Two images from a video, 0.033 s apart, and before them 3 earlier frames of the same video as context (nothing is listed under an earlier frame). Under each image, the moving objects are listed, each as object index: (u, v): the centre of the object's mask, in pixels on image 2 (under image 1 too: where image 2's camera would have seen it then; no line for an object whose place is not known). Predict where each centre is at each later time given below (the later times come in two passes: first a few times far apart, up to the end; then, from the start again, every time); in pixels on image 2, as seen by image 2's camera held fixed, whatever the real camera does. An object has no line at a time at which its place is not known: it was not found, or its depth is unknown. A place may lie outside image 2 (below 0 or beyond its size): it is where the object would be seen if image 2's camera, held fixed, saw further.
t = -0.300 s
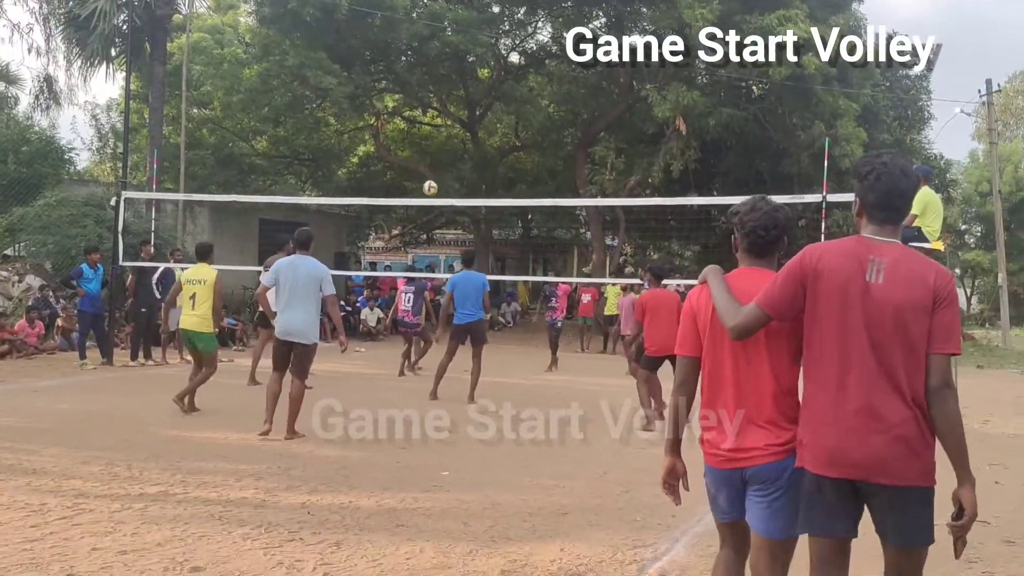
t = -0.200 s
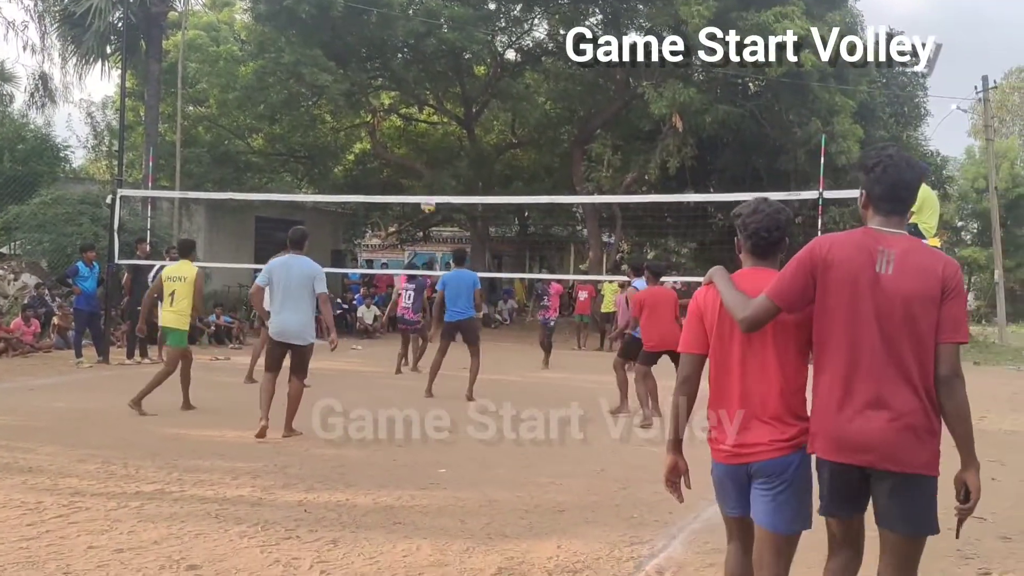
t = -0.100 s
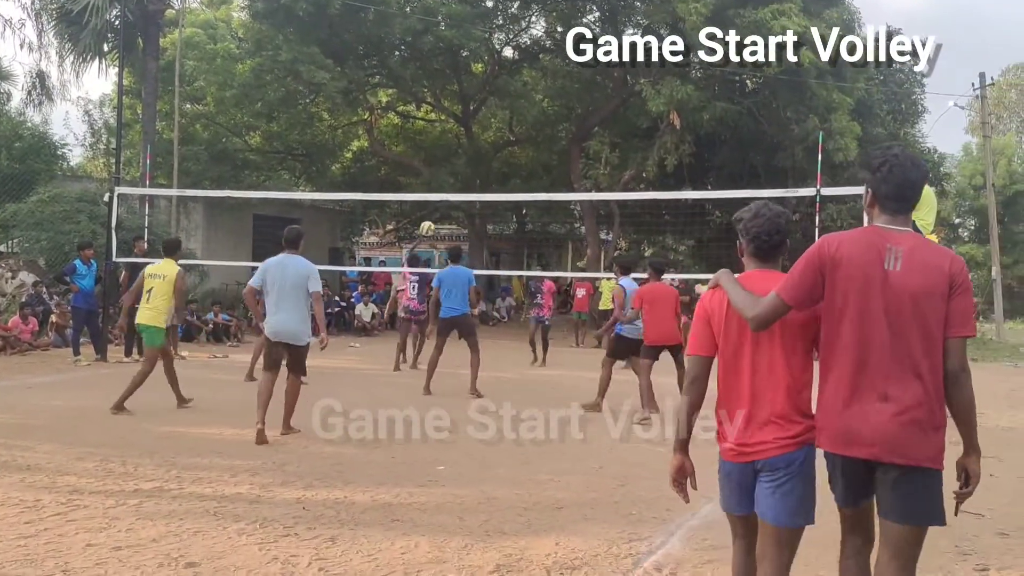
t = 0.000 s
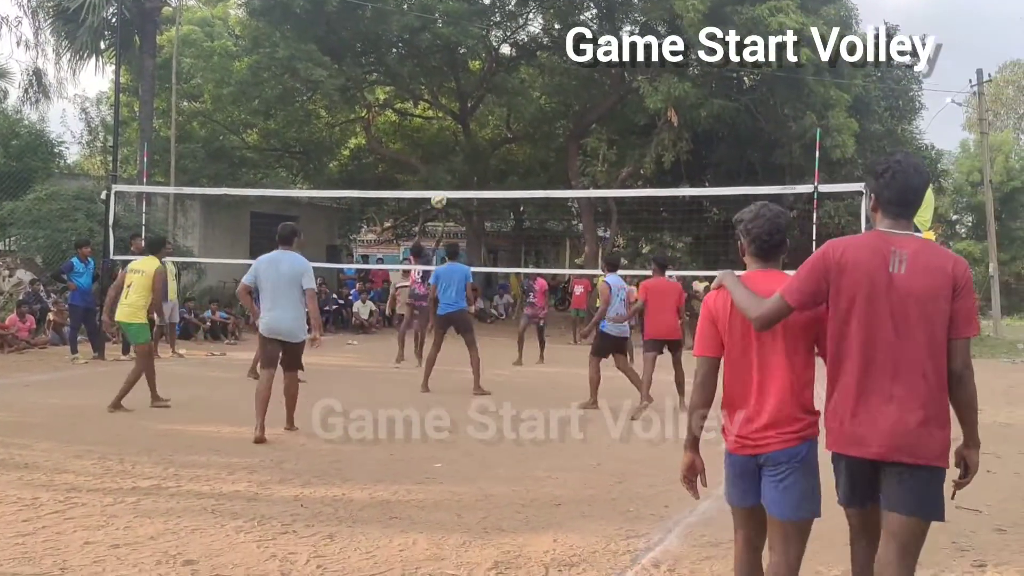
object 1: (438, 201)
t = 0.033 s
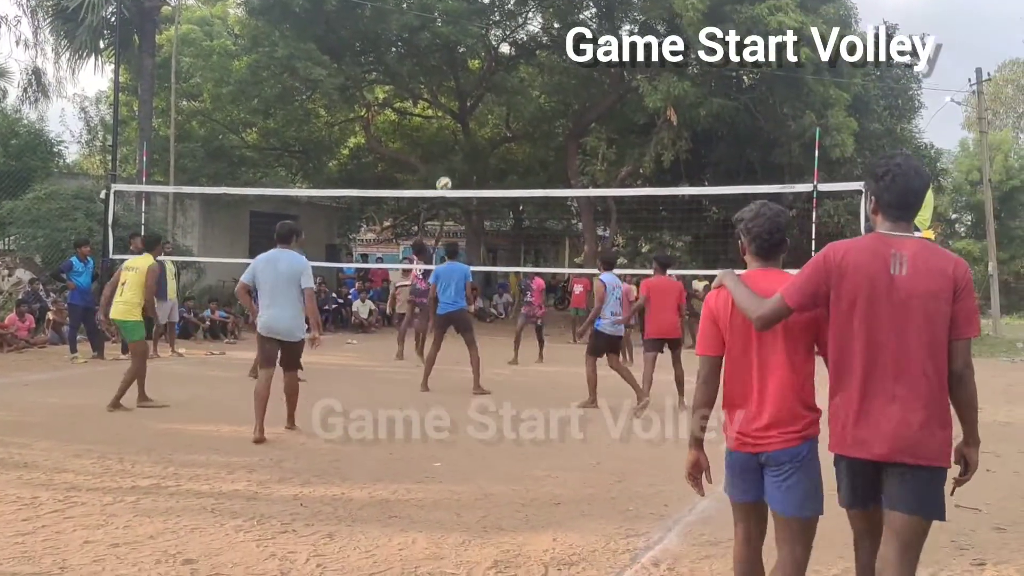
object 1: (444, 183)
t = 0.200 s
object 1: (477, 116)
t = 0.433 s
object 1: (517, 59)
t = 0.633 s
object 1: (554, 41)
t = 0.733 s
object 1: (571, 41)
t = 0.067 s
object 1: (449, 170)
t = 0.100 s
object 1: (458, 151)
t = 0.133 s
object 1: (464, 138)
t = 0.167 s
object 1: (471, 127)
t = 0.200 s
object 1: (477, 116)
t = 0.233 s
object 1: (482, 106)
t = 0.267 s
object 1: (488, 96)
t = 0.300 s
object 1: (494, 87)
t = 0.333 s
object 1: (500, 79)
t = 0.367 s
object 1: (506, 72)
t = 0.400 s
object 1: (512, 65)
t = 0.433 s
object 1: (517, 59)
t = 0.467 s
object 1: (524, 54)
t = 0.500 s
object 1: (530, 50)
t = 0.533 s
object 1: (536, 46)
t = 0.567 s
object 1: (542, 43)
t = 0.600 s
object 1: (548, 42)
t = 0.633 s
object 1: (554, 41)
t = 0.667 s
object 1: (560, 40)
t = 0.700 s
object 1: (564, 39)
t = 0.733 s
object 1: (571, 41)
